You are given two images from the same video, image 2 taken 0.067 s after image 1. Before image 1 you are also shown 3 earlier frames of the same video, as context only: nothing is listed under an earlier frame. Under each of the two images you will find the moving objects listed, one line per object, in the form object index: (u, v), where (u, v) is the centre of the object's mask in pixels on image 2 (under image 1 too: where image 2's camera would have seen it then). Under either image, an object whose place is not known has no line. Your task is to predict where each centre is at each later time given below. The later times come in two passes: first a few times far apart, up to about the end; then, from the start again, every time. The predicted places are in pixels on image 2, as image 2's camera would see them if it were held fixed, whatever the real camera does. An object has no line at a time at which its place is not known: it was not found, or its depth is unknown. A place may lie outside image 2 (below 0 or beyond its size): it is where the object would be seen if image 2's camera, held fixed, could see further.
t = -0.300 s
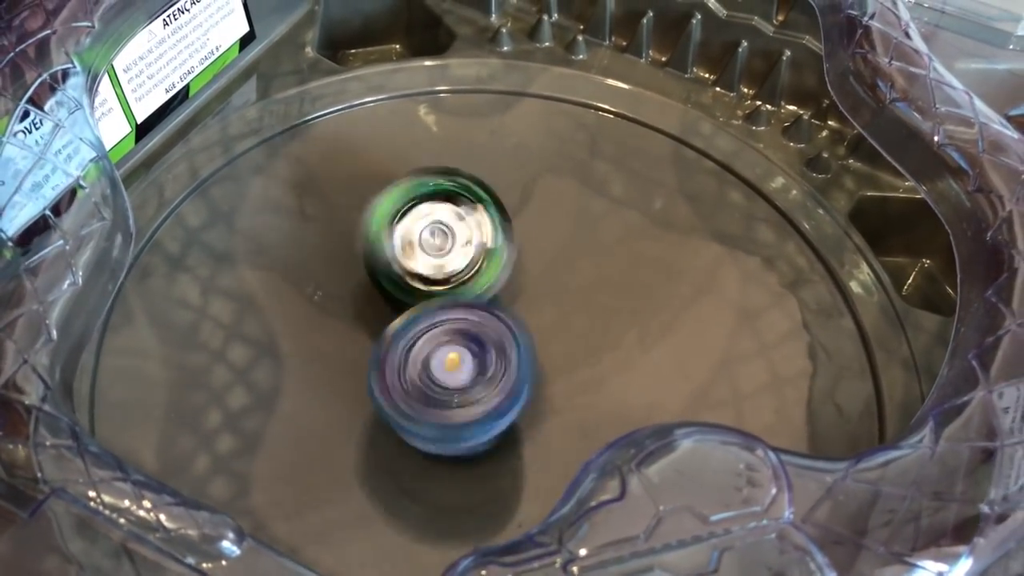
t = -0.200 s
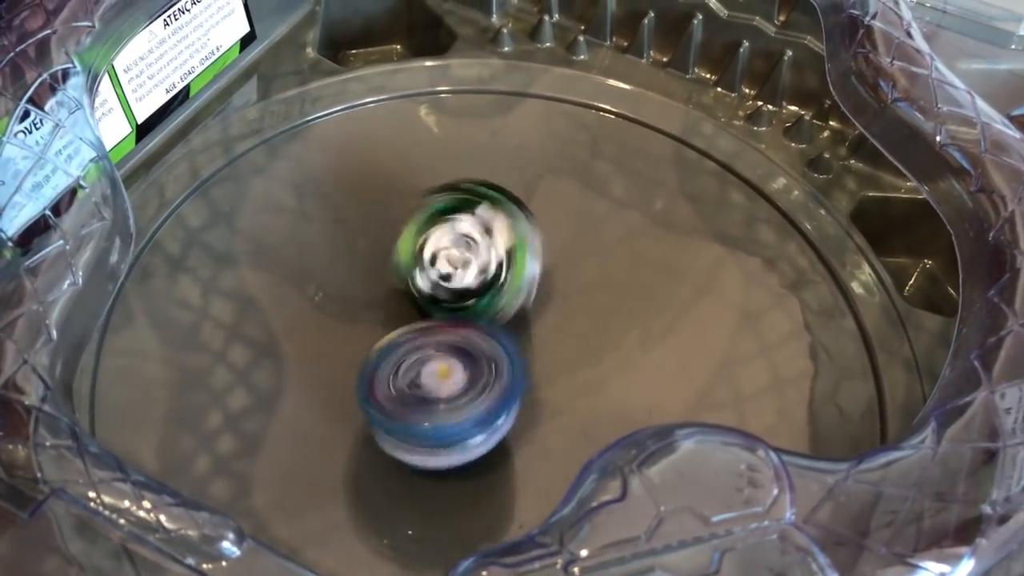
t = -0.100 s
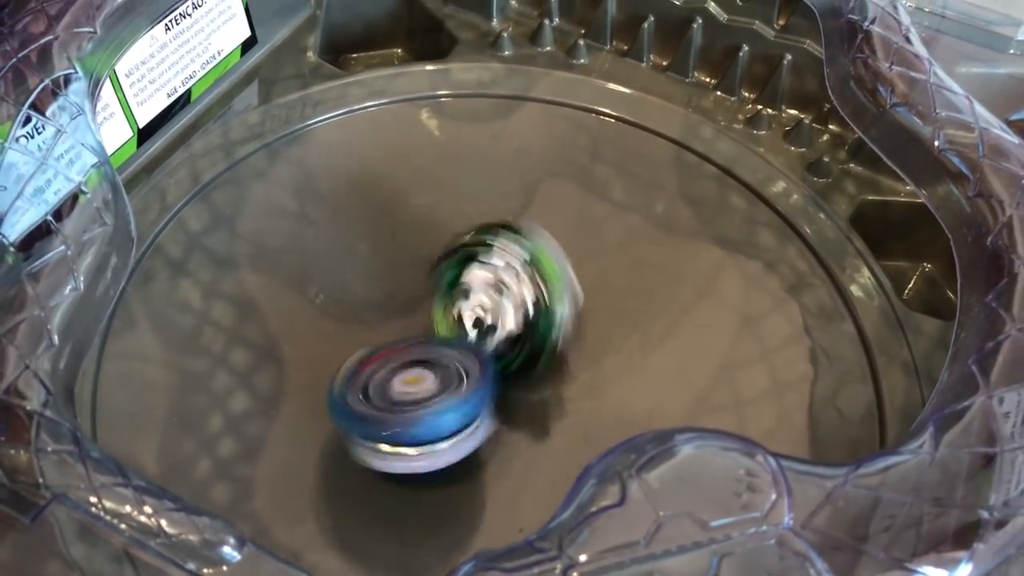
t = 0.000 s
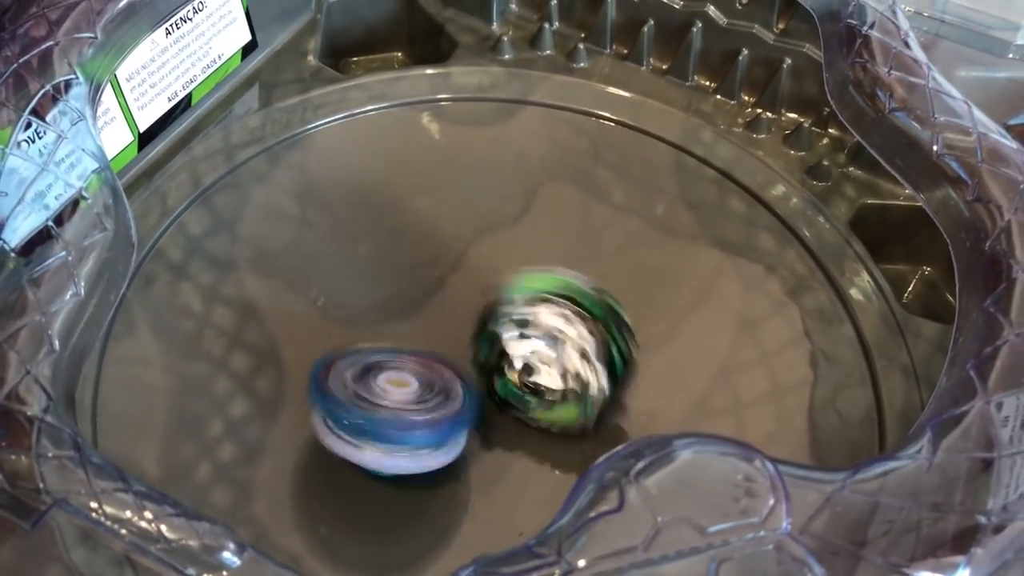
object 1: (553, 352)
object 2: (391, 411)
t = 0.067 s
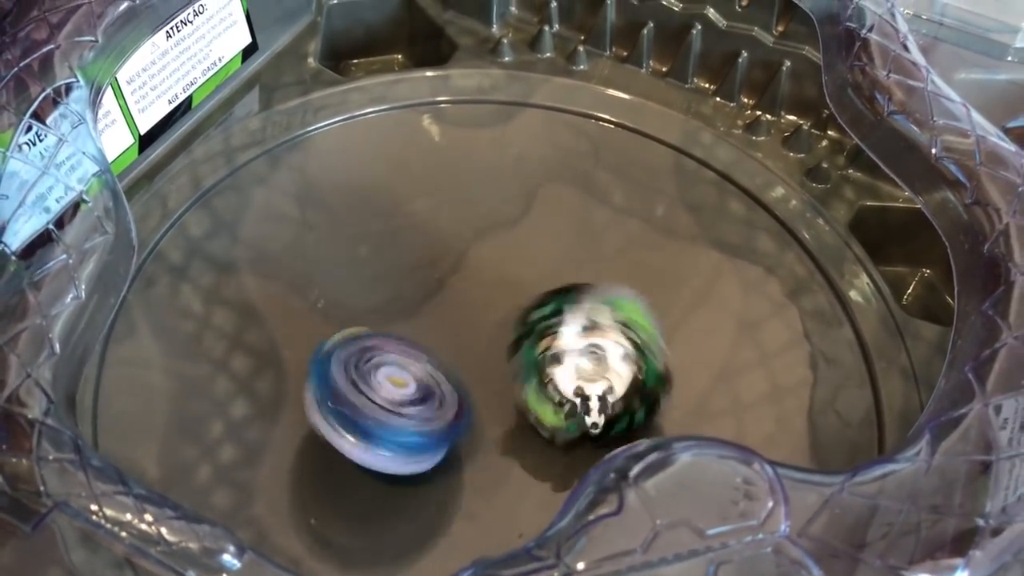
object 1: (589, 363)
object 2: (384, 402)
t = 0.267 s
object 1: (638, 354)
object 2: (405, 344)
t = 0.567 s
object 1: (623, 365)
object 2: (502, 278)
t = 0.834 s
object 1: (555, 366)
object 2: (555, 253)
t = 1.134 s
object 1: (541, 360)
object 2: (549, 250)
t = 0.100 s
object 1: (605, 364)
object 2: (382, 396)
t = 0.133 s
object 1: (617, 363)
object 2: (384, 389)
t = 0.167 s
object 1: (627, 359)
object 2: (386, 382)
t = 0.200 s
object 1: (633, 357)
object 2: (390, 370)
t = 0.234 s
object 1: (636, 355)
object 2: (396, 358)
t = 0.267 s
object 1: (638, 354)
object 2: (405, 344)
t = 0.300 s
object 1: (637, 354)
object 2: (420, 337)
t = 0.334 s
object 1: (634, 355)
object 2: (435, 327)
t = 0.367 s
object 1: (629, 356)
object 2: (453, 317)
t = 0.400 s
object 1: (620, 357)
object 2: (471, 308)
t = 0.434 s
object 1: (620, 360)
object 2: (482, 296)
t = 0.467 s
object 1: (624, 361)
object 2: (488, 289)
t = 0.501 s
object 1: (624, 360)
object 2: (493, 287)
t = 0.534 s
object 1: (623, 361)
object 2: (497, 284)
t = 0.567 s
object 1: (623, 365)
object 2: (502, 278)
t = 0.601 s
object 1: (619, 365)
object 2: (508, 273)
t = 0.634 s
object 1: (612, 367)
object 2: (518, 270)
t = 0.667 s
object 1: (603, 368)
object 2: (527, 265)
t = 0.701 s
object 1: (593, 368)
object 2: (536, 263)
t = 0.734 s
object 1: (585, 369)
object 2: (546, 262)
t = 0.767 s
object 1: (575, 369)
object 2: (553, 259)
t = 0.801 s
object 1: (565, 369)
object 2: (557, 256)
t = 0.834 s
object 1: (555, 366)
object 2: (555, 253)
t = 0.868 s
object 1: (547, 364)
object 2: (551, 252)
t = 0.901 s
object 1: (543, 361)
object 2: (546, 250)
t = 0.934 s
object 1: (541, 360)
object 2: (543, 248)
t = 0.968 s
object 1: (540, 360)
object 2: (541, 247)
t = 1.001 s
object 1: (540, 360)
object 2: (541, 247)
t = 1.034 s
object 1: (540, 360)
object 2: (542, 247)
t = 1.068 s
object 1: (540, 360)
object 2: (543, 248)
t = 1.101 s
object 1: (540, 360)
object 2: (545, 249)
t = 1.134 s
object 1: (541, 360)
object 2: (549, 250)
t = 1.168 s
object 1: (541, 360)
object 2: (552, 251)
